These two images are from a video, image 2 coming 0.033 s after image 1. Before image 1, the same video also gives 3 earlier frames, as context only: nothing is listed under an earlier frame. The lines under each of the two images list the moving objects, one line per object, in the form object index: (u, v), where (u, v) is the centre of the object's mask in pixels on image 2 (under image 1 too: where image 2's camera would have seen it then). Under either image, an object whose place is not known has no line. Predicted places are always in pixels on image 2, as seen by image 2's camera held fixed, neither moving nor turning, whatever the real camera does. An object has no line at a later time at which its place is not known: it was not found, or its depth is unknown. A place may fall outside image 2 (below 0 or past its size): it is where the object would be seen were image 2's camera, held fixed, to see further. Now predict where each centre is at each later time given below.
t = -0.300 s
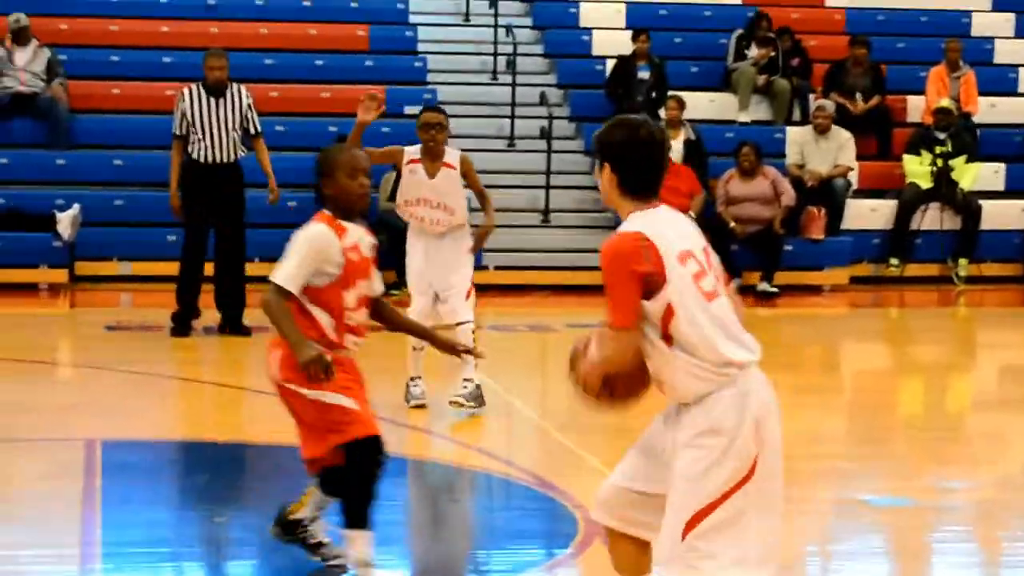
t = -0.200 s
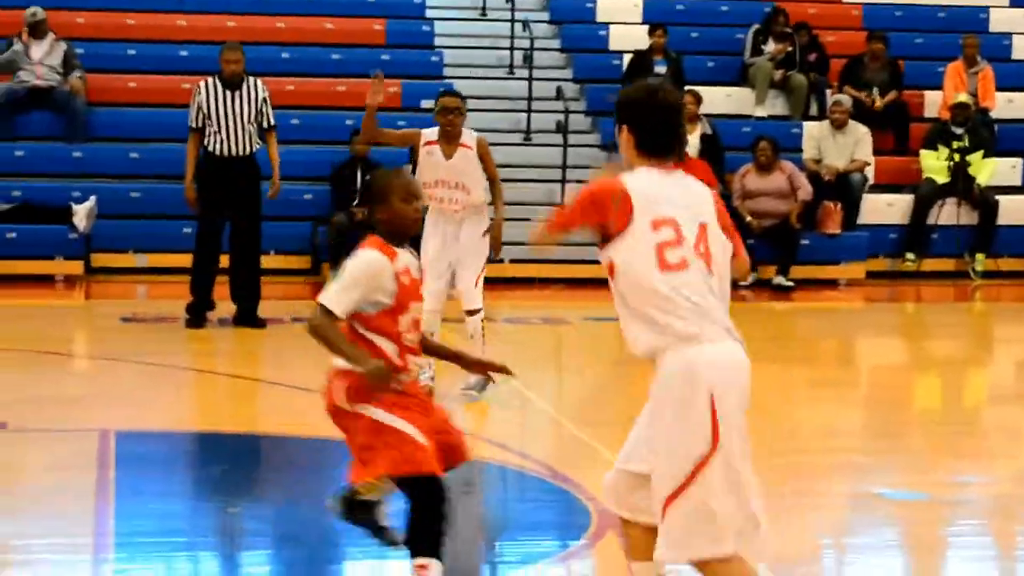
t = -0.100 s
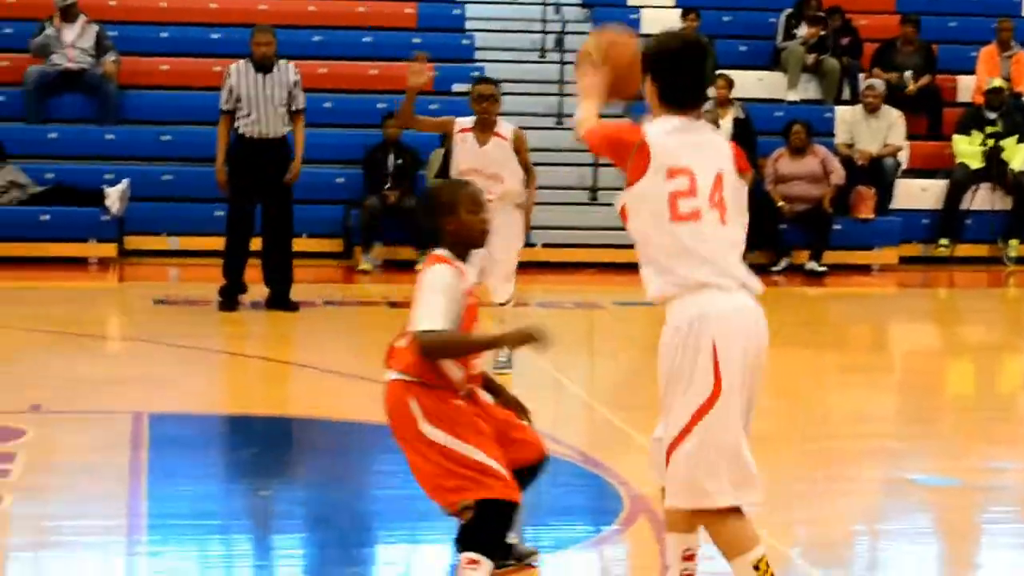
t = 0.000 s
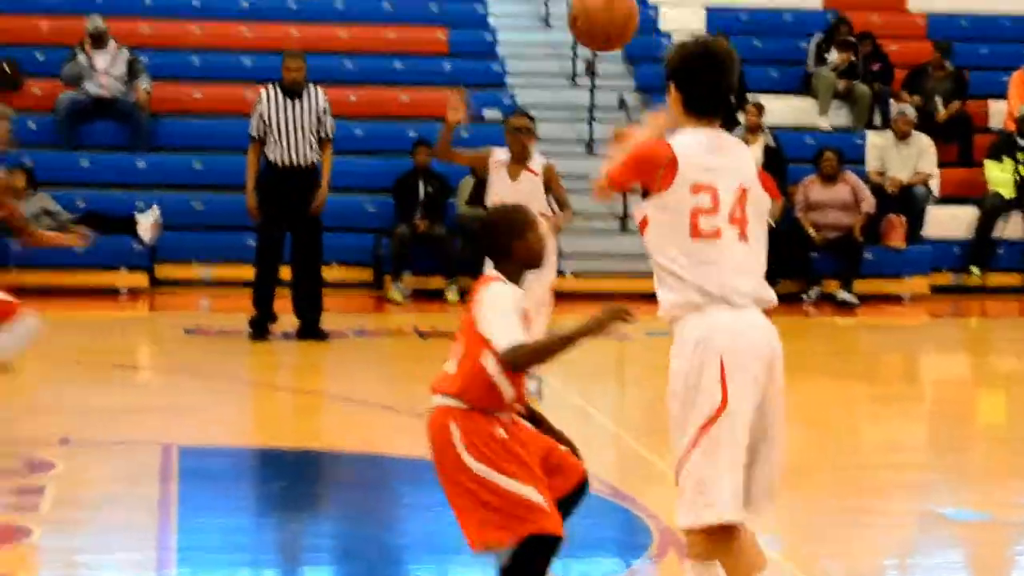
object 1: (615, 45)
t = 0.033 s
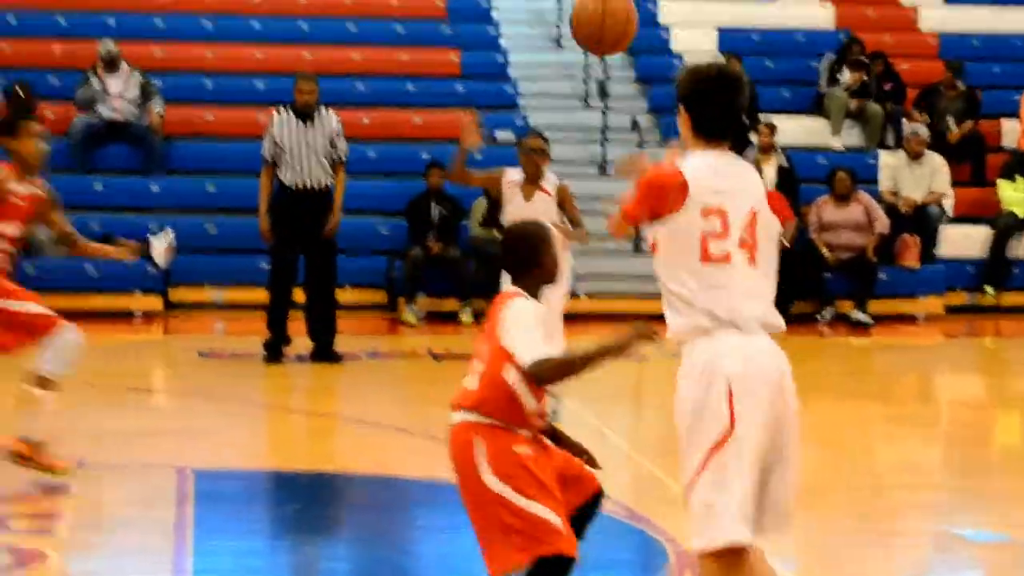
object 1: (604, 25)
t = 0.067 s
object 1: (595, 10)
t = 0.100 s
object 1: (587, 0)
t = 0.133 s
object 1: (580, -5)
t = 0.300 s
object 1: (538, 13)
